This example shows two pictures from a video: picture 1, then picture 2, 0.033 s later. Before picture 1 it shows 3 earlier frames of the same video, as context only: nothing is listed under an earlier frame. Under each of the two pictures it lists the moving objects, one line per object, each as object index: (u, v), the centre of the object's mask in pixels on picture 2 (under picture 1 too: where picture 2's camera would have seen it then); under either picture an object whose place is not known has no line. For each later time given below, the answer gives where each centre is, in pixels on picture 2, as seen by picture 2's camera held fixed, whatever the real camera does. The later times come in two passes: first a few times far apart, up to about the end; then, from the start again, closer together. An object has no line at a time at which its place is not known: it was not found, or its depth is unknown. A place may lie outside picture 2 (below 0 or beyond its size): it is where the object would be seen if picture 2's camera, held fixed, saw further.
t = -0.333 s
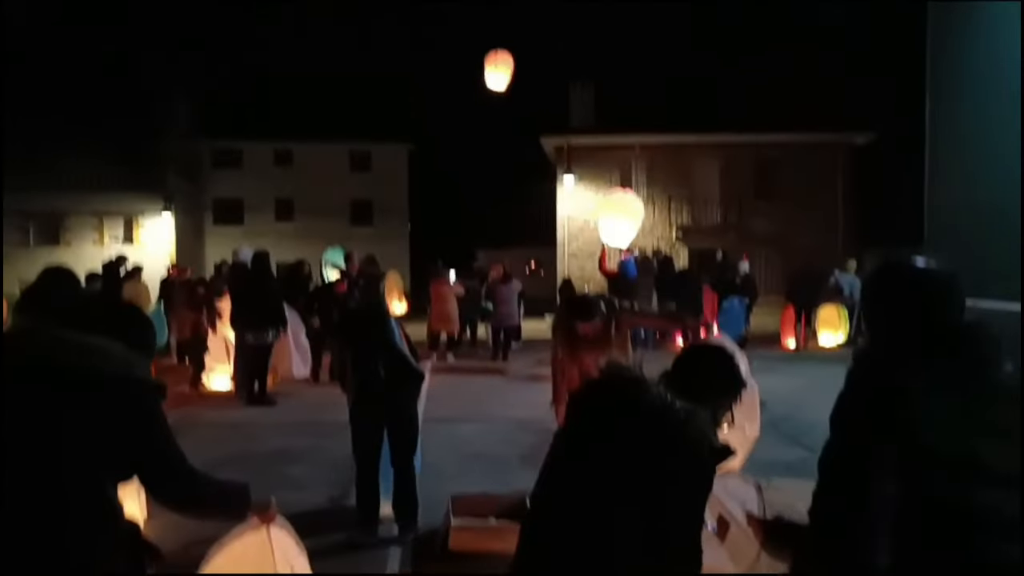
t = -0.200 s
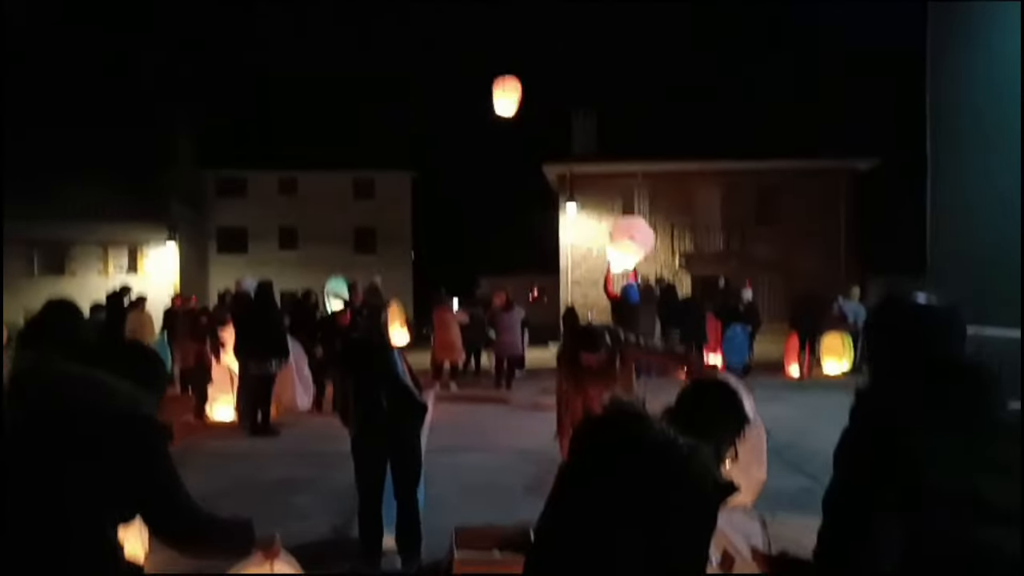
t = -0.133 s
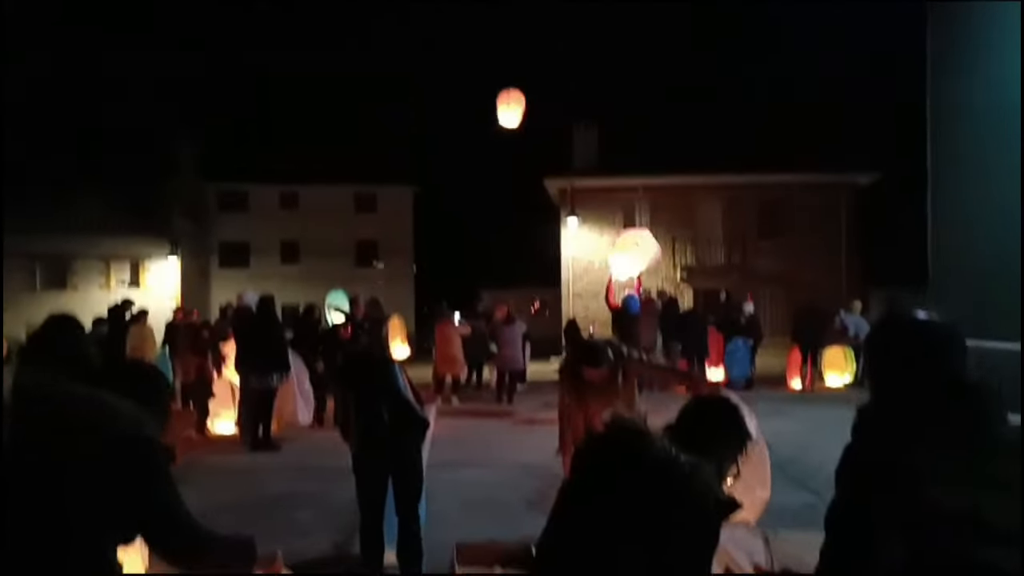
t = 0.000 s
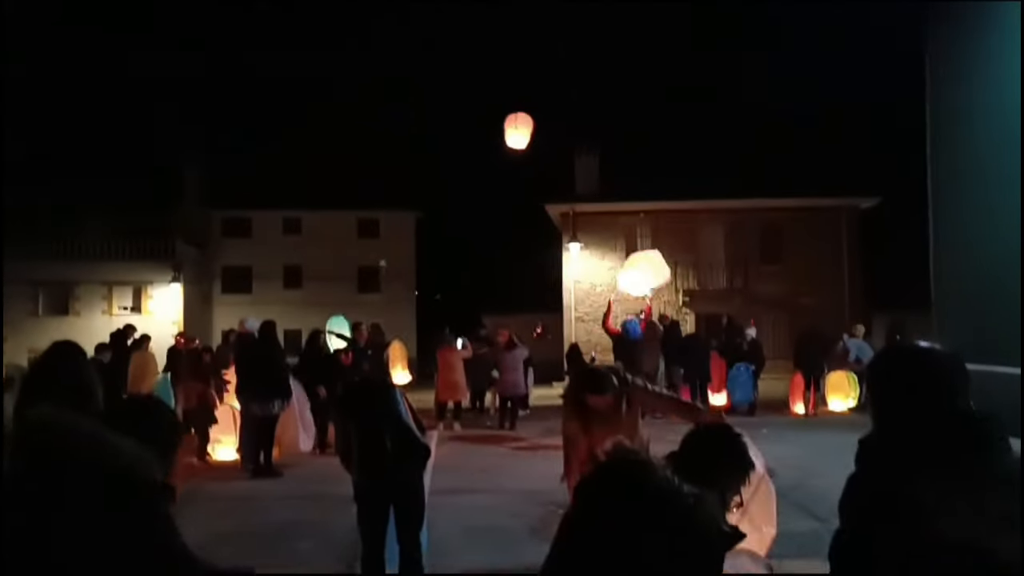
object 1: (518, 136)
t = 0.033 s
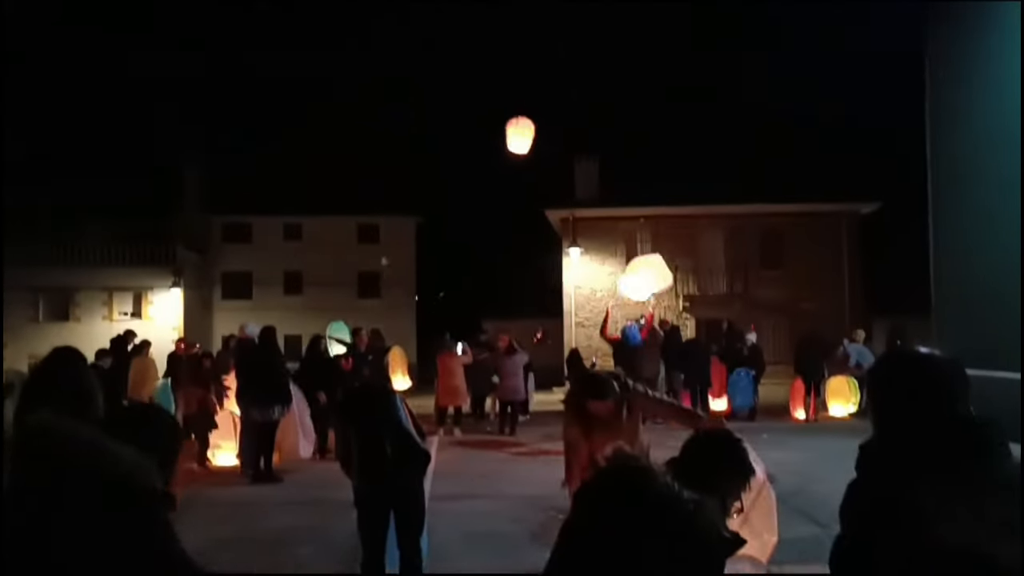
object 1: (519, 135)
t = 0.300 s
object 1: (532, 128)
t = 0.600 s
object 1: (547, 122)
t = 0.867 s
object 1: (561, 117)
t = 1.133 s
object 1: (575, 111)
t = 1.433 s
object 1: (590, 106)
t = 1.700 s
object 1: (602, 100)
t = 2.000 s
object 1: (615, 94)
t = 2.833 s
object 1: (645, 78)
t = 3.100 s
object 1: (653, 72)
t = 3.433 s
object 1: (663, 66)
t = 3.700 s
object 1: (671, 60)
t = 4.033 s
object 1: (681, 53)
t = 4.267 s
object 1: (688, 49)
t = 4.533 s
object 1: (695, 43)
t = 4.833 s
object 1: (705, 37)
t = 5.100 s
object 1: (714, 31)
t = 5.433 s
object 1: (724, 23)
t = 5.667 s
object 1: (731, 17)
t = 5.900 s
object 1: (737, 11)
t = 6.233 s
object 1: (744, 3)
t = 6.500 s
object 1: (749, -3)
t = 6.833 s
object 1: (755, -11)
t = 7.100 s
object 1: (760, -18)
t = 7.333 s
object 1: (764, -23)
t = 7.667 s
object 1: (772, -29)
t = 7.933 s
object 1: (779, -33)
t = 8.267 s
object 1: (788, -36)
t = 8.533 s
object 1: (796, -40)
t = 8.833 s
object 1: (805, -43)
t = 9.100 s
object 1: (813, -45)
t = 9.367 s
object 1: (821, -49)
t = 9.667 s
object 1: (829, -52)
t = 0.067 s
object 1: (521, 134)
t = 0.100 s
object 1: (522, 134)
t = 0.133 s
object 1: (524, 132)
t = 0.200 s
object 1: (527, 131)
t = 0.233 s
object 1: (529, 130)
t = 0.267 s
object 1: (530, 129)
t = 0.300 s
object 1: (532, 128)
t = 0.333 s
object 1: (533, 128)
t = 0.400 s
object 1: (537, 127)
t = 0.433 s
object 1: (539, 125)
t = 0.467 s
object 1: (540, 125)
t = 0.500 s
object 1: (542, 124)
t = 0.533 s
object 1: (544, 123)
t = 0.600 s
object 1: (547, 122)
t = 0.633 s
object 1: (549, 121)
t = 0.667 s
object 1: (550, 121)
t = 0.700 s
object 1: (552, 120)
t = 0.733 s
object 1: (554, 119)
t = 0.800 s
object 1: (557, 118)
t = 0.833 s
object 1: (559, 117)
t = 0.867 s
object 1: (561, 117)
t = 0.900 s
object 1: (563, 116)
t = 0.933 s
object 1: (564, 115)
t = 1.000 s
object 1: (568, 114)
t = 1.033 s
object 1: (570, 113)
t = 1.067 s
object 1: (571, 113)
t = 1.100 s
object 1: (573, 112)
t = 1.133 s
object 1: (575, 111)
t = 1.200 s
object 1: (578, 110)
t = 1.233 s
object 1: (579, 109)
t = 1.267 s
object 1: (581, 109)
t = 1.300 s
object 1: (583, 109)
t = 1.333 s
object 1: (585, 108)
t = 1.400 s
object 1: (588, 106)
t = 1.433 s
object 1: (590, 106)
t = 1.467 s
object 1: (591, 105)
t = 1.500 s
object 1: (593, 104)
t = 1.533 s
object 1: (594, 104)
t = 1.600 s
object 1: (597, 102)
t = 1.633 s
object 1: (599, 102)
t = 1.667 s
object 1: (600, 101)
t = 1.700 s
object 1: (602, 100)
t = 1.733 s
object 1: (603, 100)
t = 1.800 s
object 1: (606, 98)
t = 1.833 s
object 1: (608, 97)
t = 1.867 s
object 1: (609, 97)
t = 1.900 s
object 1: (611, 96)
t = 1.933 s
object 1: (612, 95)
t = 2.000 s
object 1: (615, 94)
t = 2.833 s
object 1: (645, 78)
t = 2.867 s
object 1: (646, 77)
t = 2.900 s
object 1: (647, 76)
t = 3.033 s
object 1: (651, 73)
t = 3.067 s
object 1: (653, 73)
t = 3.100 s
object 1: (653, 72)
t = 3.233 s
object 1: (658, 70)
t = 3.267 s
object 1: (659, 69)
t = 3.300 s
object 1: (659, 69)
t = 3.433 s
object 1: (663, 66)
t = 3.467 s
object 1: (665, 65)
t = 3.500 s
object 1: (666, 64)
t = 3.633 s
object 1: (669, 62)
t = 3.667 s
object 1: (670, 61)
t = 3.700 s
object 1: (671, 60)
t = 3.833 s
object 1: (675, 57)
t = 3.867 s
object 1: (676, 57)
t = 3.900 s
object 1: (677, 56)
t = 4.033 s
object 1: (681, 53)
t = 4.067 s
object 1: (682, 53)
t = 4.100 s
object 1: (683, 52)
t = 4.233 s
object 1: (687, 49)
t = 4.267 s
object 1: (688, 49)
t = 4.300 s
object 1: (689, 48)
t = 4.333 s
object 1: (690, 47)
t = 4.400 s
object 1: (692, 46)
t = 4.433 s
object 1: (693, 45)
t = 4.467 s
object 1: (694, 45)
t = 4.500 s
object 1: (695, 44)
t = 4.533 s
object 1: (695, 43)
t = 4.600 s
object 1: (698, 41)
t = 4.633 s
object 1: (699, 41)
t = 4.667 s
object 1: (700, 40)
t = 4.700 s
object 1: (701, 40)
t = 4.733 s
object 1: (702, 39)
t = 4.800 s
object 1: (704, 37)
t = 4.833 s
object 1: (705, 37)
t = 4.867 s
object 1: (706, 36)
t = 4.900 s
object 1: (707, 35)
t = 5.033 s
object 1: (712, 32)
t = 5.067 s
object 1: (713, 31)
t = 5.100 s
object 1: (714, 31)
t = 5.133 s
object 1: (715, 30)
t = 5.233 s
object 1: (718, 28)
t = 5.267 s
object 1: (719, 27)
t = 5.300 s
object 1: (720, 26)
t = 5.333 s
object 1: (721, 25)
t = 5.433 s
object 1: (724, 23)
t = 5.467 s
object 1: (725, 22)
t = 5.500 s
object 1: (726, 21)
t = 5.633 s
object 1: (729, 18)
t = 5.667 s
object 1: (731, 17)
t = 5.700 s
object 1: (732, 17)
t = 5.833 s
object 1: (735, 13)
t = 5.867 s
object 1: (736, 12)
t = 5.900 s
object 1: (737, 11)
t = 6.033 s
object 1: (740, 8)
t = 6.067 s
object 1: (741, 8)
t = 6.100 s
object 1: (742, 7)
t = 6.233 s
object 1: (744, 3)
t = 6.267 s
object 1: (745, 3)
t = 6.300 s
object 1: (745, 2)
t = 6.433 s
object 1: (748, -2)
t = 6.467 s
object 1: (748, -3)
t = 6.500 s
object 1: (749, -3)
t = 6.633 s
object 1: (751, -6)
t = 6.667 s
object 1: (752, -8)
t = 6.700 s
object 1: (753, -8)
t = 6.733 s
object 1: (753, -9)
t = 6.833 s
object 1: (755, -11)
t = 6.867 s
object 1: (755, -12)
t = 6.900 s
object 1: (756, -13)
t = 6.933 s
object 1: (756, -14)
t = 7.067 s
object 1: (759, -17)
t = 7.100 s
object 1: (760, -18)
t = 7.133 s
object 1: (760, -19)
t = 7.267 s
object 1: (763, -21)
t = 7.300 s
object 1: (763, -22)
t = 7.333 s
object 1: (764, -23)
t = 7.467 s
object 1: (767, -26)
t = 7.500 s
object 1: (768, -26)
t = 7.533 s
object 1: (769, -27)
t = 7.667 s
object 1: (772, -29)
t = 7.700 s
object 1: (773, -30)
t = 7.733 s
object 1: (773, -30)
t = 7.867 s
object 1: (777, -32)
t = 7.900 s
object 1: (778, -33)
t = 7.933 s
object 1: (779, -33)
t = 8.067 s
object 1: (782, -34)
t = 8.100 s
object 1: (783, -35)
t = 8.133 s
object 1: (784, -35)
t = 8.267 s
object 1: (788, -36)
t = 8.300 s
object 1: (789, -37)
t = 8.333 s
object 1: (790, -37)
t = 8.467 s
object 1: (794, -39)
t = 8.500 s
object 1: (795, -39)
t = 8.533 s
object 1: (796, -40)
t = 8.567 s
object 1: (797, -40)
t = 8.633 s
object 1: (799, -40)
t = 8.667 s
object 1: (800, -41)
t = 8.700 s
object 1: (801, -41)
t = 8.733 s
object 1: (802, -41)
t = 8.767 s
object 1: (803, -42)
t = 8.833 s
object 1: (805, -43)
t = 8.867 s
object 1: (806, -43)
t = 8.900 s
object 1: (807, -43)
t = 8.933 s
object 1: (808, -44)
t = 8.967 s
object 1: (809, -44)
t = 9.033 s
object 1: (811, -45)
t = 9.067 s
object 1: (812, -45)
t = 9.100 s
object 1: (813, -45)
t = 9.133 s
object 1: (814, -45)
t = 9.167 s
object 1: (815, -46)
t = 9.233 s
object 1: (817, -47)
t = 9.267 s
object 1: (818, -47)
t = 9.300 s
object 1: (819, -48)
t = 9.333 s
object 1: (820, -48)
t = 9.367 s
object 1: (821, -49)
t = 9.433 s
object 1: (823, -49)
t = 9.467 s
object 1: (824, -50)
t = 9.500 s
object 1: (825, -50)
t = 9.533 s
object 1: (825, -50)
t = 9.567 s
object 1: (826, -51)
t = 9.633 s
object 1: (828, -52)
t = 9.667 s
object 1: (829, -52)
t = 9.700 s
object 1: (830, -53)
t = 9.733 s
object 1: (831, -53)
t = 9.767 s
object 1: (832, -54)
